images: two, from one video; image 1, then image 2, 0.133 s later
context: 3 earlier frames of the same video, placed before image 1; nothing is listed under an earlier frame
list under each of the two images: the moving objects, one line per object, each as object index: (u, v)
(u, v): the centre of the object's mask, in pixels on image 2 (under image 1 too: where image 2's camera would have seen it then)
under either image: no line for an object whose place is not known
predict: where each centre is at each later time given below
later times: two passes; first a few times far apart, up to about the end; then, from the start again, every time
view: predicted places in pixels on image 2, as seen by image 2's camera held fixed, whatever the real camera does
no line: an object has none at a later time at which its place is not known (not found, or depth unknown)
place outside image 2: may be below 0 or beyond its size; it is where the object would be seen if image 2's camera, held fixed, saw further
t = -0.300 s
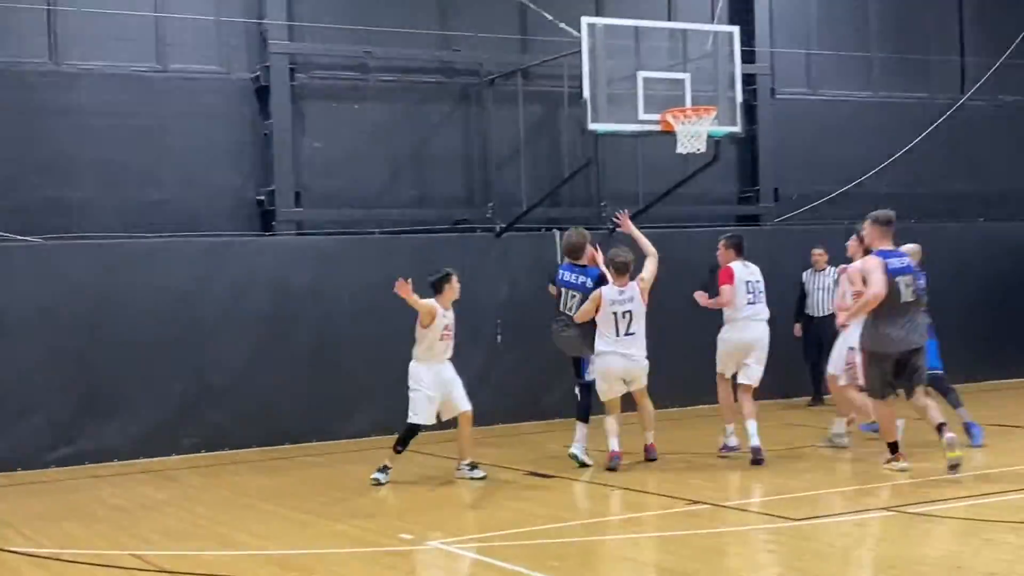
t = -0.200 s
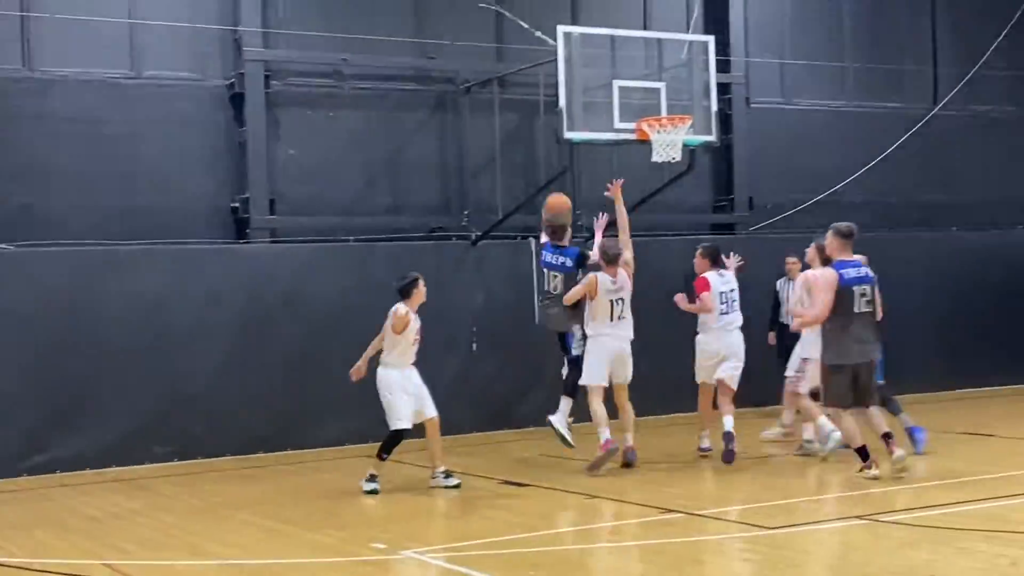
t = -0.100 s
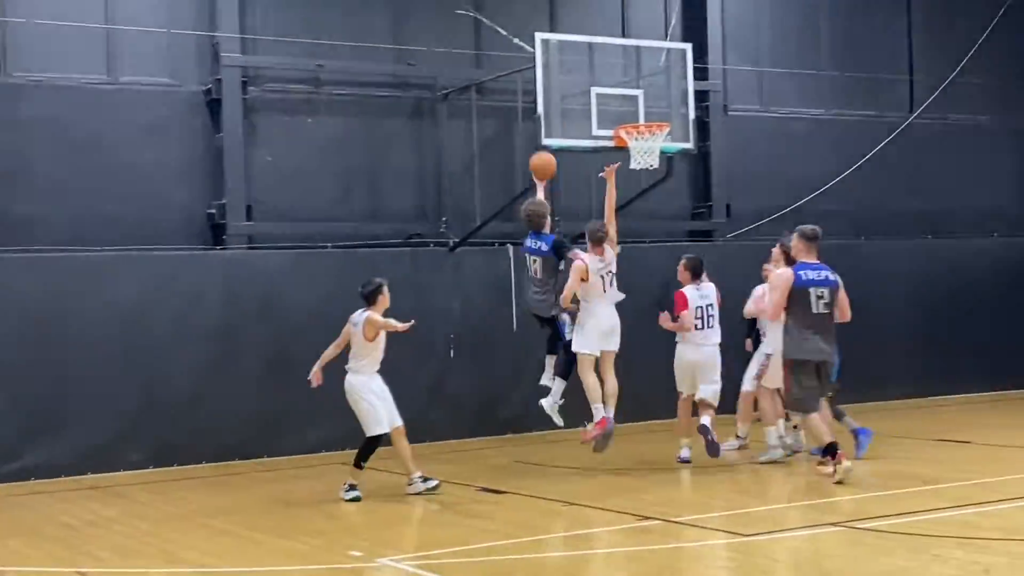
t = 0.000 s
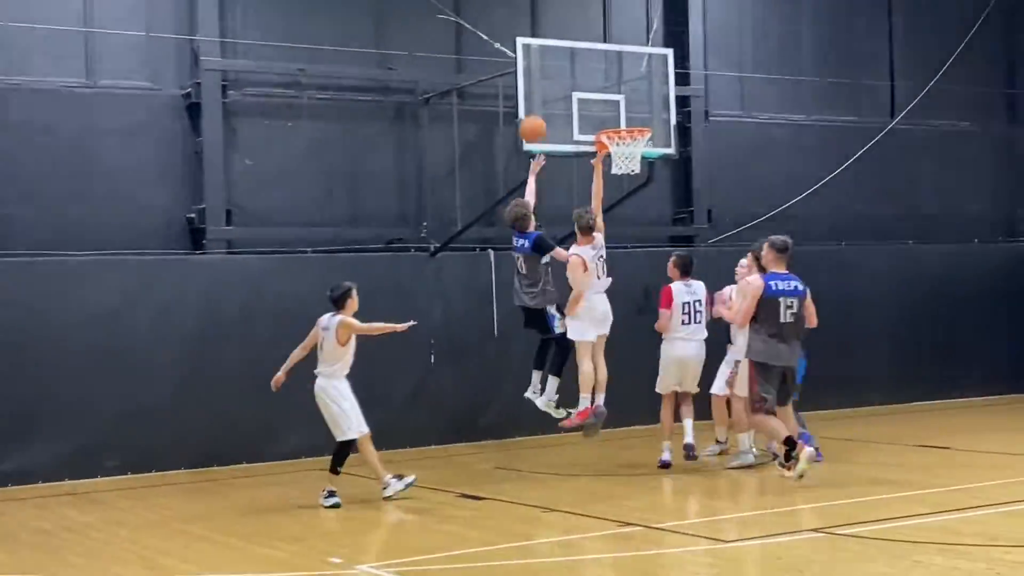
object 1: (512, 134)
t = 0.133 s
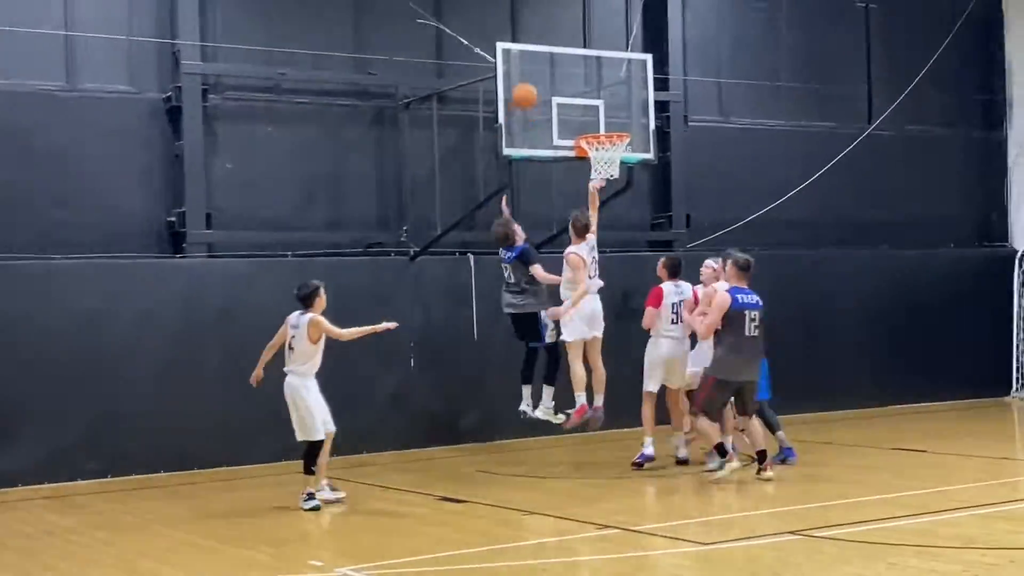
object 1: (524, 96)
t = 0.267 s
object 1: (536, 78)
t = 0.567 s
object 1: (577, 98)
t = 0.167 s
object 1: (528, 90)
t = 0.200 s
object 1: (530, 86)
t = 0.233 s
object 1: (533, 83)
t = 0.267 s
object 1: (536, 78)
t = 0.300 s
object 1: (541, 77)
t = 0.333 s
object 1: (546, 75)
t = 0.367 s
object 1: (550, 74)
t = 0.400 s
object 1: (554, 75)
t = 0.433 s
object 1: (559, 77)
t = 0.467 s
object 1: (563, 80)
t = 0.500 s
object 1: (568, 85)
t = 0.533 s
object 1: (572, 90)
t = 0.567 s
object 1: (577, 98)
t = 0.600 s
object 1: (582, 105)
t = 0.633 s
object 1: (587, 115)
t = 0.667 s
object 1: (591, 124)
